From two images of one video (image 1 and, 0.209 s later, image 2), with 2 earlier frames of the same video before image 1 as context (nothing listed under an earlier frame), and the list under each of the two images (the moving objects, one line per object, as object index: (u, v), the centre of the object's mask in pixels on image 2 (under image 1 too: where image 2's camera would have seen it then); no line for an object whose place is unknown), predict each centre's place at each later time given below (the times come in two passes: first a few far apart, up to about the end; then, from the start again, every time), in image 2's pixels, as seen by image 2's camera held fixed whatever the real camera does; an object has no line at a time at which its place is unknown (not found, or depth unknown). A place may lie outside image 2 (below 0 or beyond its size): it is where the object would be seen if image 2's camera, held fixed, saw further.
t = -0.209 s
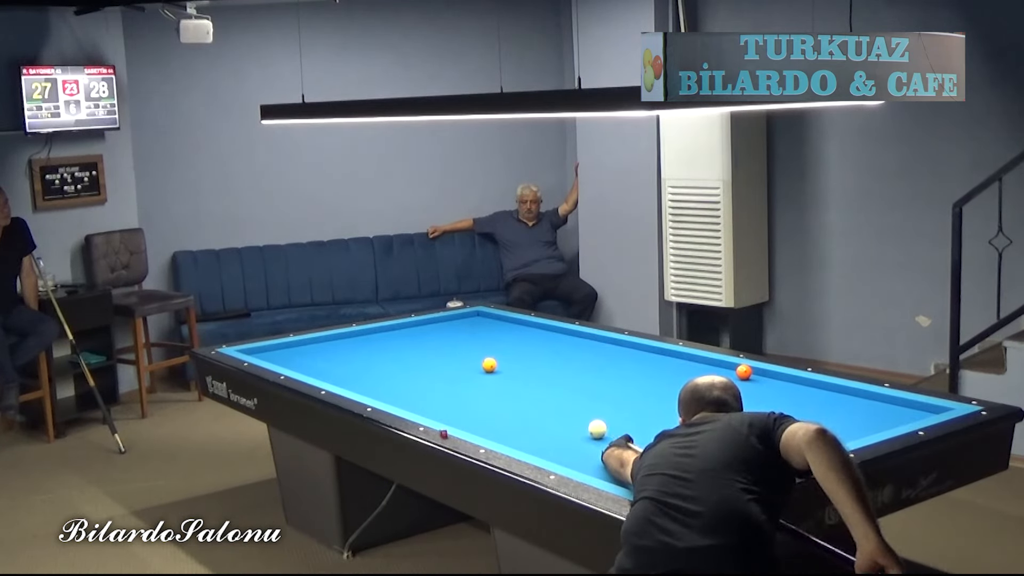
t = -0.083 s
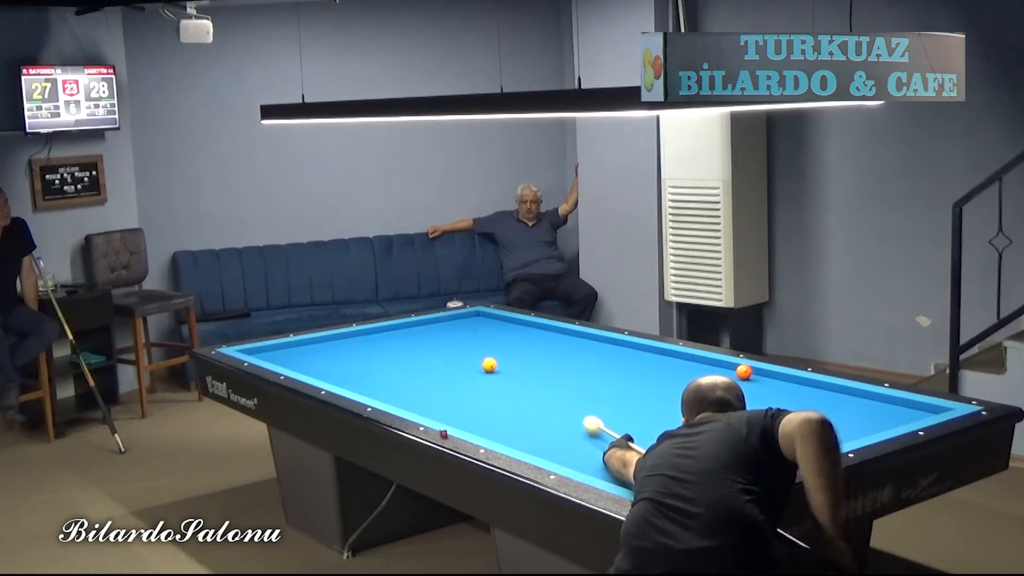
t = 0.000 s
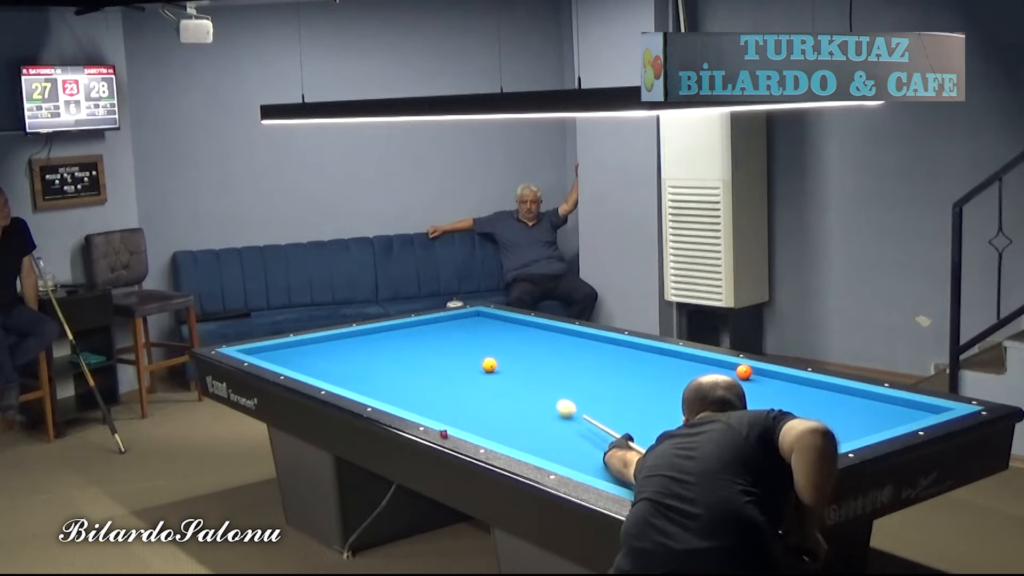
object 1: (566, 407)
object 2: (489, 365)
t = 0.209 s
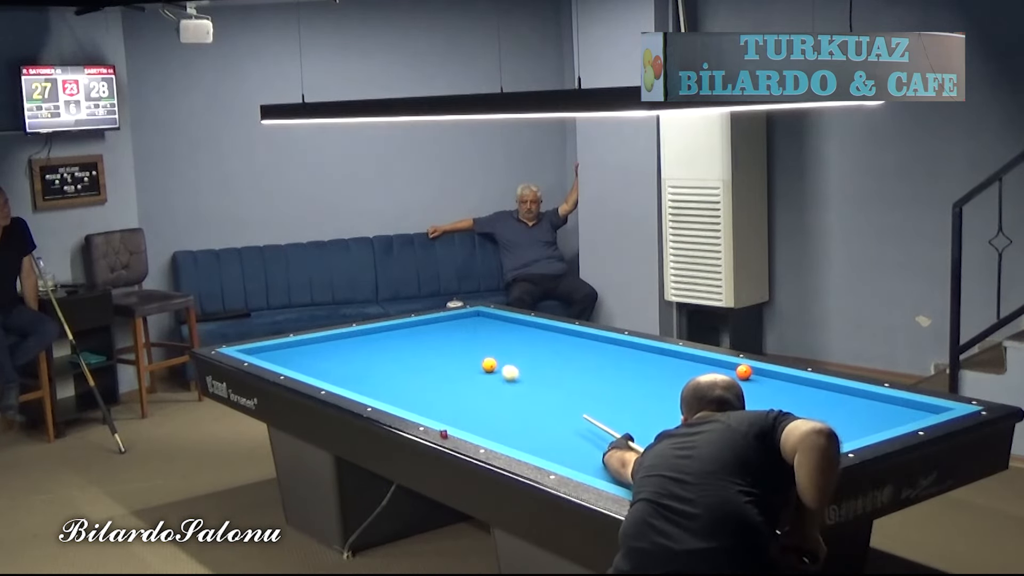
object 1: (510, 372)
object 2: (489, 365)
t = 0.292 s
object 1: (508, 363)
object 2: (473, 362)
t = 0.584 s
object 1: (550, 341)
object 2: (372, 344)
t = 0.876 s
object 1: (531, 330)
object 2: (343, 342)
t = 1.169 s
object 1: (472, 331)
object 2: (368, 351)
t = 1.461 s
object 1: (412, 331)
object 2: (395, 363)
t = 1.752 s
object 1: (358, 332)
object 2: (423, 374)
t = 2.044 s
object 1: (336, 341)
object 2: (456, 387)
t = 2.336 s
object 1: (312, 351)
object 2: (491, 402)
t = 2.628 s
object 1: (291, 357)
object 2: (528, 417)
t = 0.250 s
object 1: (501, 366)
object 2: (488, 365)
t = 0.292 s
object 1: (508, 363)
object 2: (473, 362)
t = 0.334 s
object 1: (516, 360)
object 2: (457, 359)
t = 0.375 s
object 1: (526, 356)
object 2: (434, 355)
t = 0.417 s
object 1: (532, 353)
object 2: (420, 353)
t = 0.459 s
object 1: (538, 350)
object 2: (407, 350)
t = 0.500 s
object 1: (542, 347)
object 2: (394, 348)
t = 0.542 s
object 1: (547, 344)
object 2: (383, 346)
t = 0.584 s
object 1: (550, 341)
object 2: (372, 344)
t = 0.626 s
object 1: (553, 339)
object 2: (361, 342)
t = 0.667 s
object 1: (556, 336)
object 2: (352, 341)
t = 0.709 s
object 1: (559, 333)
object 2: (342, 339)
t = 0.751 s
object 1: (562, 330)
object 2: (333, 337)
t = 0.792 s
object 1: (556, 329)
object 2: (331, 337)
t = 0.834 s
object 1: (541, 330)
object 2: (339, 340)
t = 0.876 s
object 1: (531, 330)
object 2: (343, 342)
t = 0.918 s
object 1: (522, 331)
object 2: (347, 343)
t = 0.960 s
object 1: (514, 330)
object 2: (351, 344)
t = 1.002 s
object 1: (505, 330)
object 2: (354, 346)
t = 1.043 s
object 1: (497, 330)
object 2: (358, 347)
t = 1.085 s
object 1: (489, 331)
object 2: (361, 349)
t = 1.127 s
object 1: (480, 331)
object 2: (365, 350)
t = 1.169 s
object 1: (472, 331)
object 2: (368, 351)
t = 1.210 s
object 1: (464, 331)
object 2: (372, 353)
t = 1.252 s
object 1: (456, 331)
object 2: (375, 354)
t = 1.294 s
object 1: (448, 331)
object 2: (379, 356)
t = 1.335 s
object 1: (436, 331)
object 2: (384, 358)
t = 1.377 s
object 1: (428, 331)
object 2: (388, 360)
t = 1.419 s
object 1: (420, 331)
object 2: (391, 361)
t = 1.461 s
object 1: (412, 331)
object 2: (395, 363)
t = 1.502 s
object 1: (404, 331)
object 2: (399, 365)
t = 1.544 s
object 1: (396, 331)
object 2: (403, 366)
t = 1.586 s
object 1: (389, 331)
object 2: (407, 368)
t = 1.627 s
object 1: (381, 331)
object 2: (411, 369)
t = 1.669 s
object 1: (373, 331)
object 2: (415, 371)
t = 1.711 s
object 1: (366, 331)
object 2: (419, 372)
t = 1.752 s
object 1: (358, 332)
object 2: (423, 374)
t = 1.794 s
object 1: (355, 333)
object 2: (427, 376)
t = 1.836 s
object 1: (351, 334)
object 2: (434, 379)
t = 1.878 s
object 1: (348, 336)
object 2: (438, 381)
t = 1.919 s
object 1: (345, 337)
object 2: (442, 382)
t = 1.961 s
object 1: (342, 339)
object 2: (447, 384)
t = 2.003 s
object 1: (339, 340)
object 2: (451, 386)
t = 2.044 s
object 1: (336, 341)
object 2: (456, 387)
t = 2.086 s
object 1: (333, 342)
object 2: (460, 389)
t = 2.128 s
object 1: (330, 343)
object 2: (465, 391)
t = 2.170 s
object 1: (326, 345)
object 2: (469, 393)
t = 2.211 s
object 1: (323, 346)
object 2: (474, 395)
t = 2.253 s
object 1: (320, 347)
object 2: (479, 397)
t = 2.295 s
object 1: (315, 349)
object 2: (486, 400)
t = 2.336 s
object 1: (312, 351)
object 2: (491, 402)
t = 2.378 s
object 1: (309, 352)
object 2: (496, 404)
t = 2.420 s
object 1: (306, 353)
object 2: (501, 406)
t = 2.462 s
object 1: (302, 355)
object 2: (507, 408)
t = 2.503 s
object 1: (299, 356)
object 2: (512, 410)
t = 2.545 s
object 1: (295, 358)
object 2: (517, 412)
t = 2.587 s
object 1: (292, 358)
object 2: (522, 414)
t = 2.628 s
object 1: (291, 357)
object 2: (528, 417)
